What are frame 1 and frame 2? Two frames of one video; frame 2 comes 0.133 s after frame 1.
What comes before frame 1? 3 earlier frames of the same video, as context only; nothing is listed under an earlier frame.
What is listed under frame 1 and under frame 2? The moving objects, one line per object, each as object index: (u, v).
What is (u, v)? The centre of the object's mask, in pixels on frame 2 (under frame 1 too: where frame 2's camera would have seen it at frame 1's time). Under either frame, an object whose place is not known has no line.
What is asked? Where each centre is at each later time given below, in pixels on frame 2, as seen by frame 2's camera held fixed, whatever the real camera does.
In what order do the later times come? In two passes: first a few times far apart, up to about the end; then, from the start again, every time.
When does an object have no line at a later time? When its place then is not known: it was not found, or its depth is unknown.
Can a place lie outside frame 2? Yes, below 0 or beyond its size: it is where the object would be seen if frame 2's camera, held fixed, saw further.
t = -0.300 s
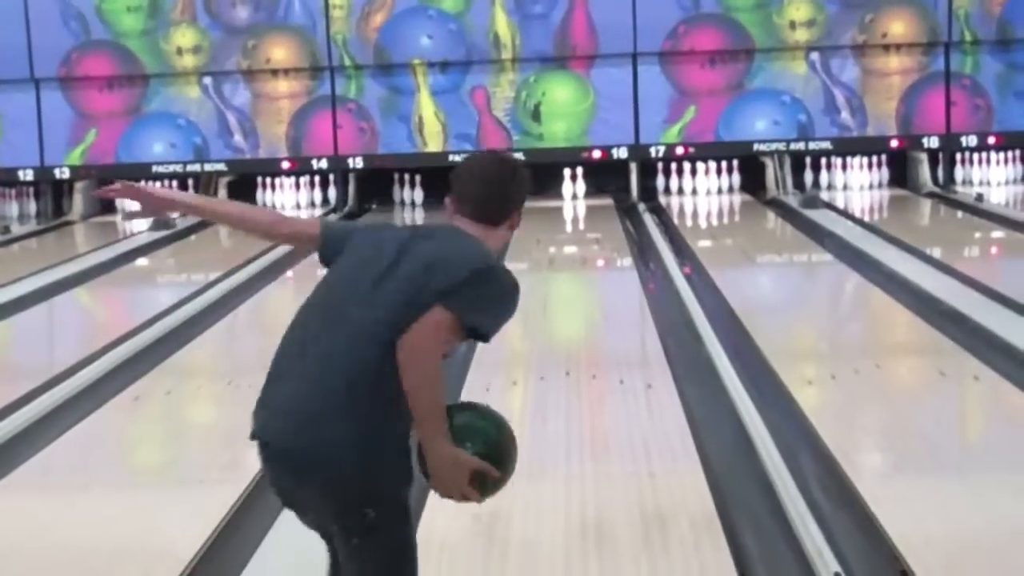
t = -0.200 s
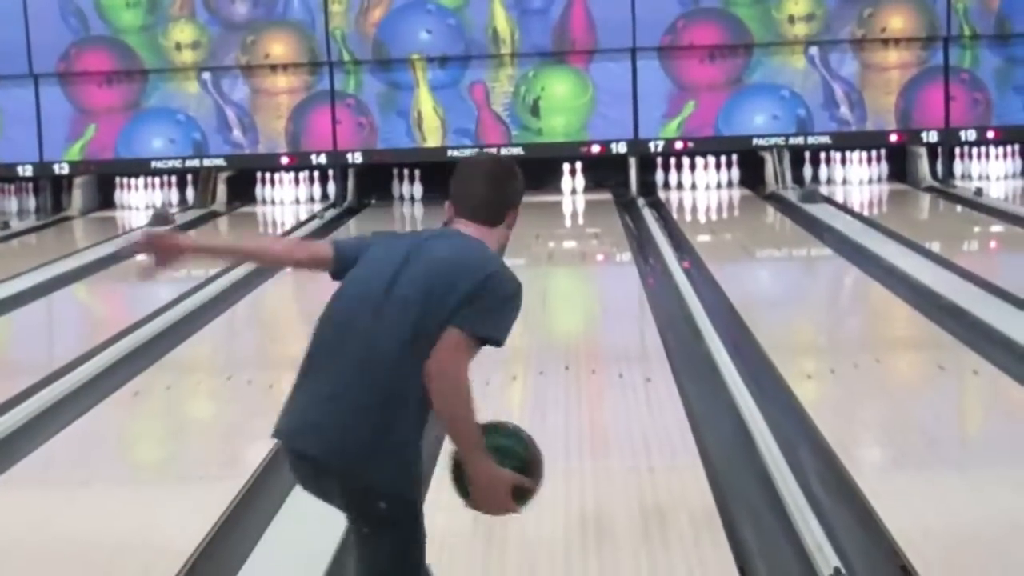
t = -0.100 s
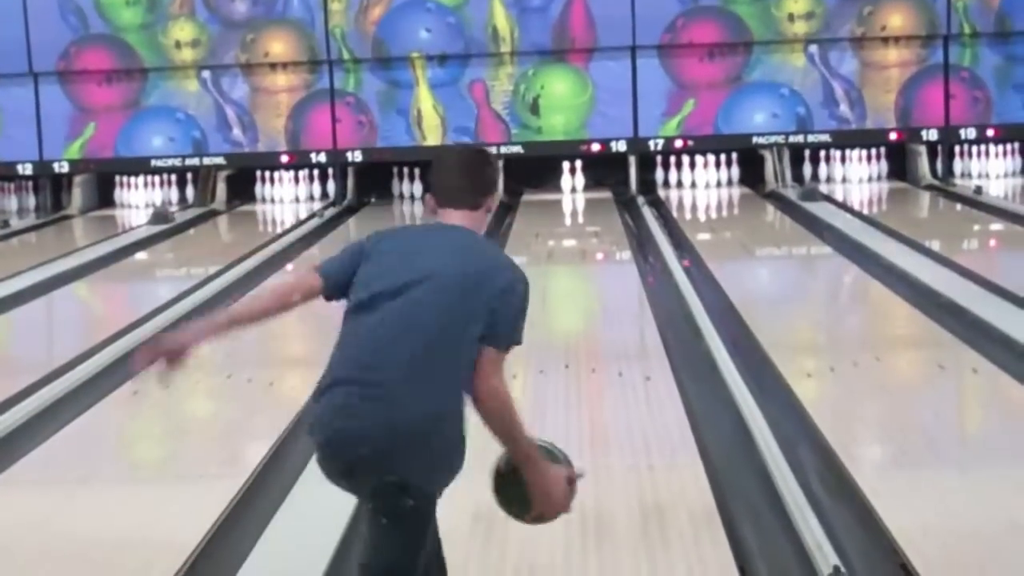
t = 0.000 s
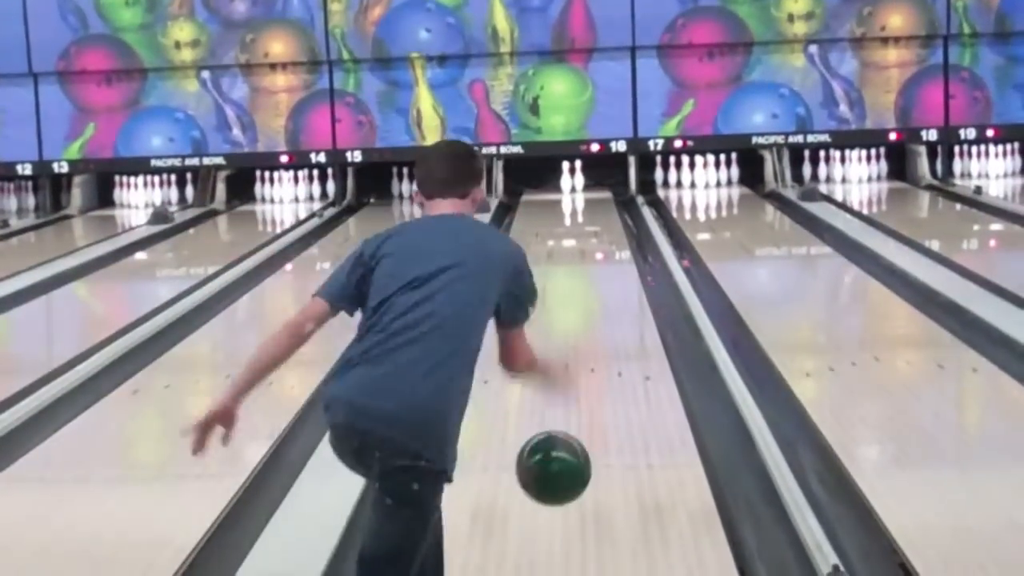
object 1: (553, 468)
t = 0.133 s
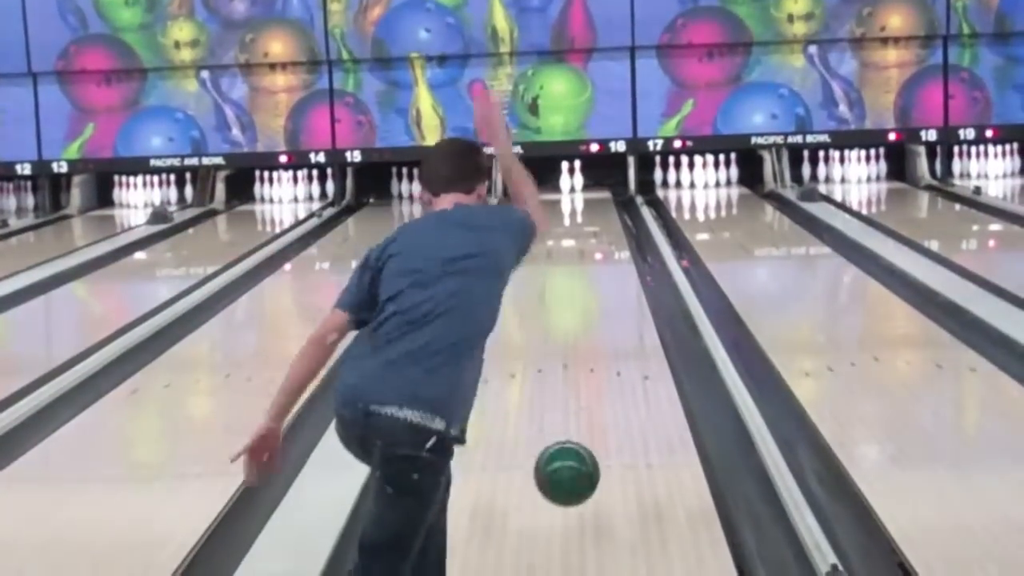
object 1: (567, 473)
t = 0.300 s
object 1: (579, 448)
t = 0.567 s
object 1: (590, 386)
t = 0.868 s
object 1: (599, 331)
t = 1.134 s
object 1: (602, 298)
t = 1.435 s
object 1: (604, 268)
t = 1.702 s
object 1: (604, 248)
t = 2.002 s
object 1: (602, 230)
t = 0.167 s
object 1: (570, 483)
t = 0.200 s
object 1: (573, 494)
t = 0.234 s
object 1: (575, 474)
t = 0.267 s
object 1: (577, 459)
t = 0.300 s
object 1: (579, 448)
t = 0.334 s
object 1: (581, 439)
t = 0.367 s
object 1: (582, 435)
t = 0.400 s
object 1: (584, 427)
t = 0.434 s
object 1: (585, 418)
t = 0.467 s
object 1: (587, 410)
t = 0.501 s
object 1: (588, 402)
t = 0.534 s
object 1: (589, 394)
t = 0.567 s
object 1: (590, 386)
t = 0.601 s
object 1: (589, 378)
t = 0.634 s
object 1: (593, 370)
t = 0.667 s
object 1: (595, 363)
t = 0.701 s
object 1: (594, 359)
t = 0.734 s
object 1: (593, 354)
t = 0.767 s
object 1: (595, 349)
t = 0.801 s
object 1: (596, 344)
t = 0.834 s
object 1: (597, 338)
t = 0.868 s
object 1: (599, 331)
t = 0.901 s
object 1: (599, 326)
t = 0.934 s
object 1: (599, 323)
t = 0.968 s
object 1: (600, 318)
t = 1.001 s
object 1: (600, 313)
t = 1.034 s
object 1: (601, 309)
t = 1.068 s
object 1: (601, 306)
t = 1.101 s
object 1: (601, 301)
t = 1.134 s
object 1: (602, 298)
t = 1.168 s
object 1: (602, 294)
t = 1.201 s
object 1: (602, 290)
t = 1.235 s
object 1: (603, 286)
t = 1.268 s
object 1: (596, 289)
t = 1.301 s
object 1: (612, 277)
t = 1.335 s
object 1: (604, 276)
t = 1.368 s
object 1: (604, 274)
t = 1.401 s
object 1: (604, 271)
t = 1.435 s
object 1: (604, 268)
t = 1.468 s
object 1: (604, 265)
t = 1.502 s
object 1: (604, 262)
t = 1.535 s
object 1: (604, 260)
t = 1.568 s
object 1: (604, 257)
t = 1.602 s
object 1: (604, 254)
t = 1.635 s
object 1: (604, 253)
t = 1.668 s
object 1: (604, 250)
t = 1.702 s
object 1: (604, 248)
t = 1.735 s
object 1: (604, 245)
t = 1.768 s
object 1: (603, 243)
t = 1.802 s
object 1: (603, 242)
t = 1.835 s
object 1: (603, 239)
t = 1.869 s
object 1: (603, 237)
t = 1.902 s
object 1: (603, 236)
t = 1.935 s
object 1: (602, 233)
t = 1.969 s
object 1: (602, 232)
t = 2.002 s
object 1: (602, 230)
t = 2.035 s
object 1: (601, 227)
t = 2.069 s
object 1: (603, 226)
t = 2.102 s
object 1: (604, 225)
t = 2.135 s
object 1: (606, 222)
